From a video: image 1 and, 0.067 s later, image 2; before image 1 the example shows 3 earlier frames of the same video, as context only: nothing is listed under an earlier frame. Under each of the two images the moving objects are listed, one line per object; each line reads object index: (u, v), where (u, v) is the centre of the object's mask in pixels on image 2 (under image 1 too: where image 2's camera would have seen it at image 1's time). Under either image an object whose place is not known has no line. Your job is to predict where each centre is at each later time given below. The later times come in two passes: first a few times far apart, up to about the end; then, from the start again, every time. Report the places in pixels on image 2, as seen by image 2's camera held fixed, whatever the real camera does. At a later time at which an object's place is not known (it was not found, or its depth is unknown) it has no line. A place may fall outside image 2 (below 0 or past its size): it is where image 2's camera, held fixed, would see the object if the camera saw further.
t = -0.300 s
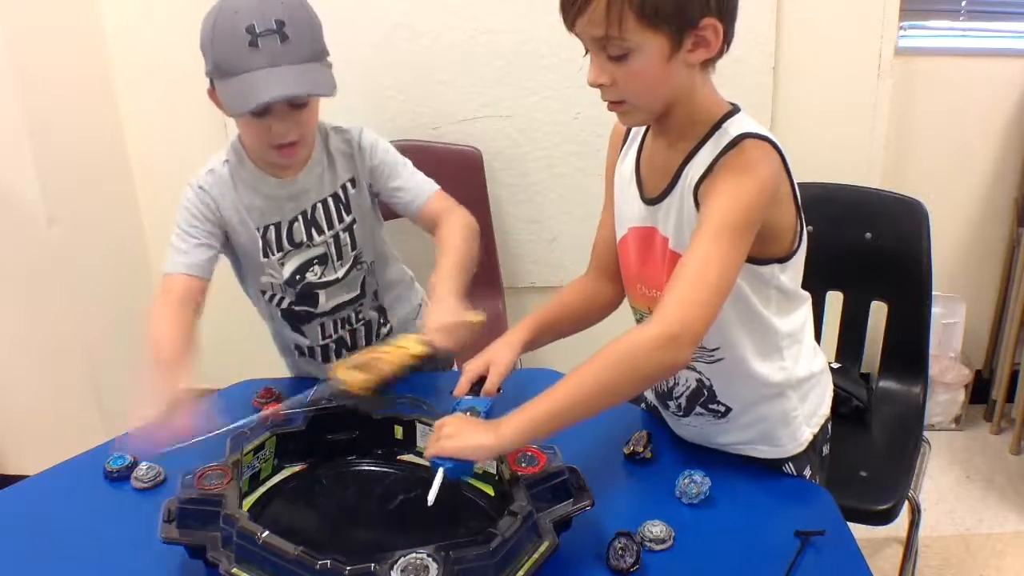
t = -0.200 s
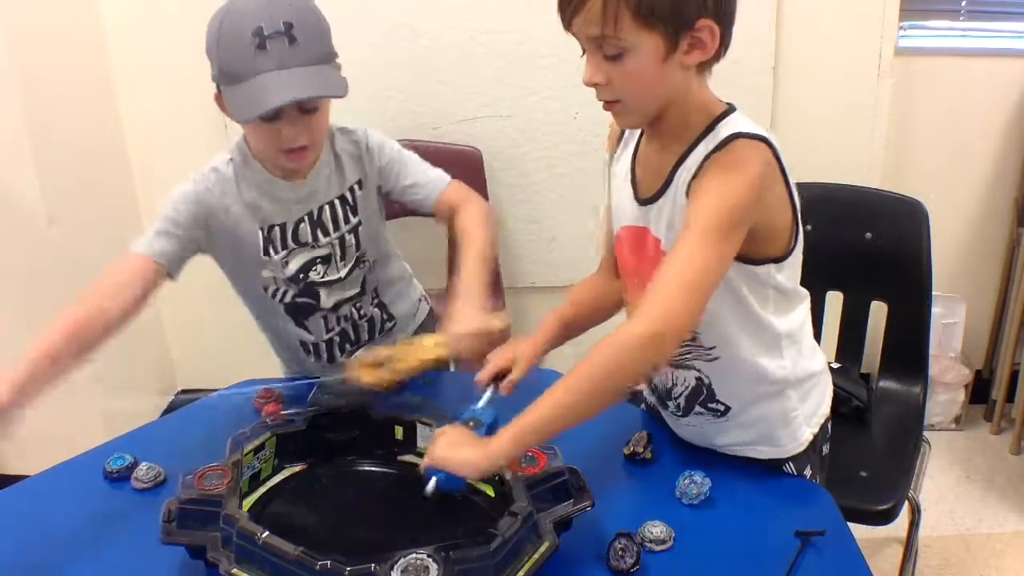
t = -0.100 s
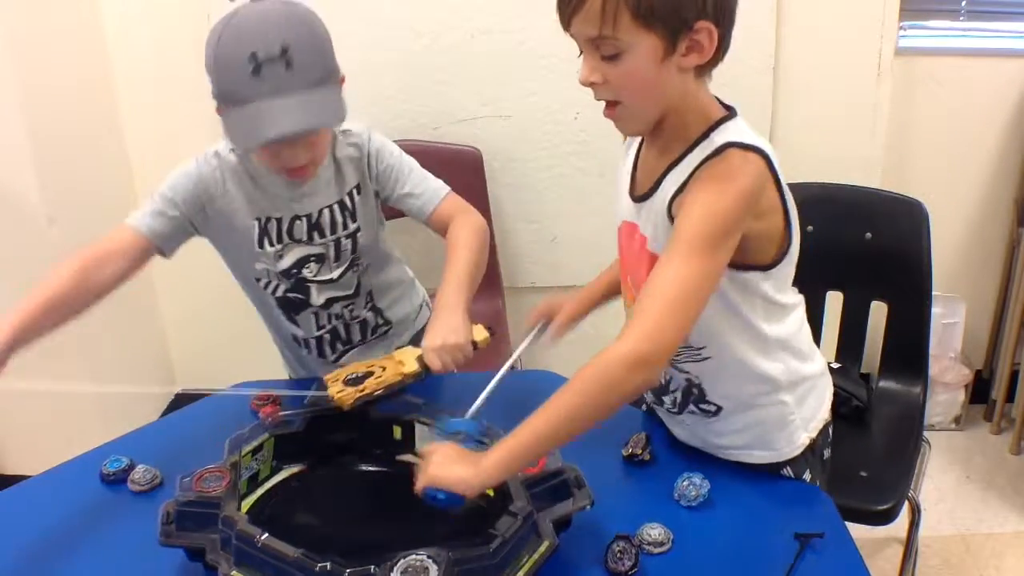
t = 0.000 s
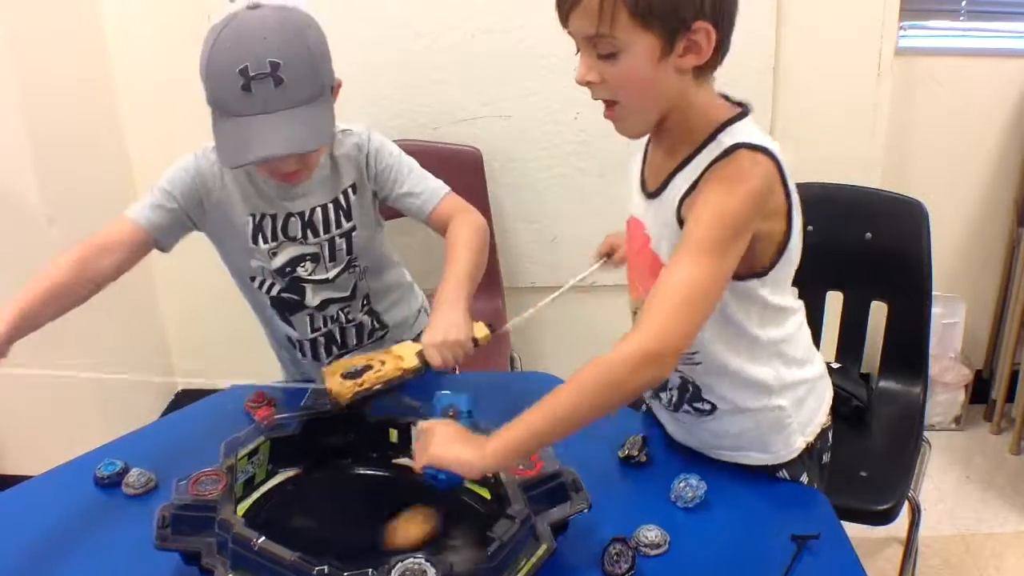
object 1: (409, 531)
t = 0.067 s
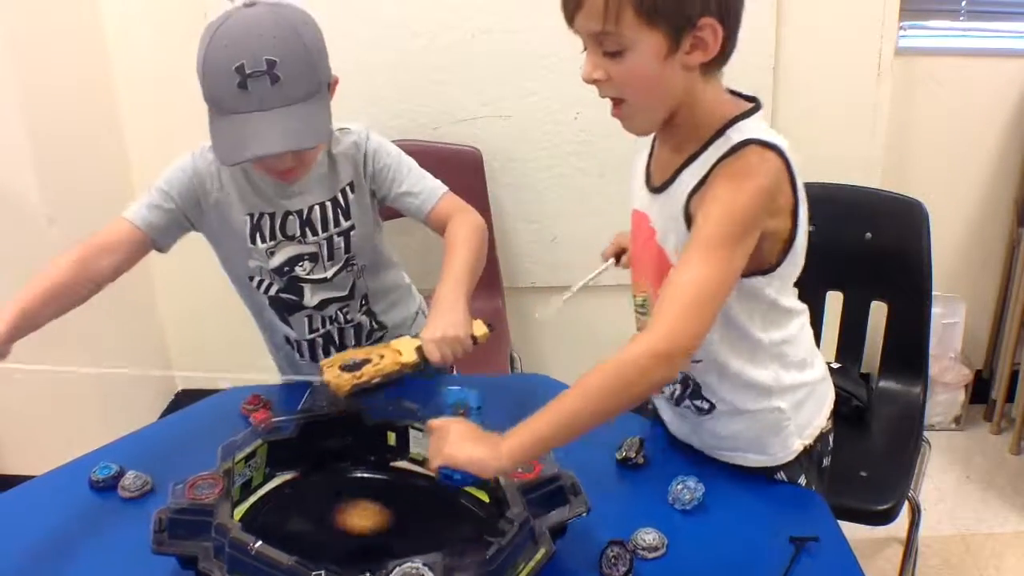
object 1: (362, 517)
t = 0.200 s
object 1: (287, 501)
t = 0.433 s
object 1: (264, 510)
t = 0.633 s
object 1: (326, 550)
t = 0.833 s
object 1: (364, 554)
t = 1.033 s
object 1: (383, 536)
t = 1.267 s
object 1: (352, 519)
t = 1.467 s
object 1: (336, 536)
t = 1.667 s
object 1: (334, 546)
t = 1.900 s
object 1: (313, 530)
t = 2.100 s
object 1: (301, 529)
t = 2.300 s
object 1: (312, 531)
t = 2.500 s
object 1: (342, 528)
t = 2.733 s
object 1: (373, 512)
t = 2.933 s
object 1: (377, 506)
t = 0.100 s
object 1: (341, 513)
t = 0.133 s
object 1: (320, 511)
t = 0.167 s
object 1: (302, 504)
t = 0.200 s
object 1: (287, 501)
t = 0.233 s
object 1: (273, 497)
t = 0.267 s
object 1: (259, 495)
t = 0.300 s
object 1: (252, 496)
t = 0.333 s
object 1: (248, 499)
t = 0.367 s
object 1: (248, 501)
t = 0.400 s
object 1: (254, 504)
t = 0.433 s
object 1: (264, 510)
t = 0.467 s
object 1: (273, 514)
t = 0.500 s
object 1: (283, 521)
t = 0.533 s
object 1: (294, 528)
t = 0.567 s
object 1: (305, 536)
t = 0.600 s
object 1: (316, 543)
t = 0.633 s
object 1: (326, 550)
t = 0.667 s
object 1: (337, 553)
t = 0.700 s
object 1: (343, 555)
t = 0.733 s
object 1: (346, 555)
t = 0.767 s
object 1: (351, 554)
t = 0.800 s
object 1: (357, 555)
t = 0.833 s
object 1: (364, 554)
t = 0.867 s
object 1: (368, 553)
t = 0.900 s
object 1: (372, 551)
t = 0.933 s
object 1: (375, 547)
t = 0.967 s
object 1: (378, 544)
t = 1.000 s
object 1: (381, 540)
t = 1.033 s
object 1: (383, 536)
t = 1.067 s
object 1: (383, 532)
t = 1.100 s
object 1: (381, 528)
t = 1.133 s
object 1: (378, 524)
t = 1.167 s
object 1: (372, 521)
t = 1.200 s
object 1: (366, 519)
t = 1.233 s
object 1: (359, 518)
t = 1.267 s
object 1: (352, 519)
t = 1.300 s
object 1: (345, 520)
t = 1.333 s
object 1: (340, 523)
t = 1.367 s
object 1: (337, 527)
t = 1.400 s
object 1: (335, 530)
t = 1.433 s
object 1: (335, 533)
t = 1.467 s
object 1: (336, 536)
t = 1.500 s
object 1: (338, 539)
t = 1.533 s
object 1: (338, 541)
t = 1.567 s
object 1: (336, 542)
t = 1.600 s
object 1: (335, 543)
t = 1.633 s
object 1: (334, 544)
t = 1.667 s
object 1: (334, 546)
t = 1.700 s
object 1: (335, 547)
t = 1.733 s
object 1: (336, 549)
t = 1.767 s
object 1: (337, 549)
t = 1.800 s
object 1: (329, 544)
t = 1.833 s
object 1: (322, 538)
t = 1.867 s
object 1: (316, 534)
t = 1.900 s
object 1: (313, 530)
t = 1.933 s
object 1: (310, 528)
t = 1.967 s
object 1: (308, 527)
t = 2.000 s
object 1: (306, 527)
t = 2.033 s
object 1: (304, 527)
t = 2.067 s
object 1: (302, 528)
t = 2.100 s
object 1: (301, 529)
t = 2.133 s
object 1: (302, 530)
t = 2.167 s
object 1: (303, 531)
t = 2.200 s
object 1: (304, 531)
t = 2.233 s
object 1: (307, 531)
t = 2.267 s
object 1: (309, 531)
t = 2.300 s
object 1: (312, 531)
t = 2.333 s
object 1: (316, 531)
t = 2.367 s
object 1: (320, 531)
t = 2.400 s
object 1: (325, 531)
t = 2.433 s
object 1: (331, 531)
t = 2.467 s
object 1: (336, 529)
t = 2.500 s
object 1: (342, 528)
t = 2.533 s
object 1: (348, 527)
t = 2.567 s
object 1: (353, 525)
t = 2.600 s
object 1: (358, 523)
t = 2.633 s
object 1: (363, 520)
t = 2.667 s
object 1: (367, 518)
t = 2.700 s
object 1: (370, 515)
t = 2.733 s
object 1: (373, 512)
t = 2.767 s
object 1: (375, 510)
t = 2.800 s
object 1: (377, 508)
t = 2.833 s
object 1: (377, 507)
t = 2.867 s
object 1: (377, 506)
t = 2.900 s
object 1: (377, 506)
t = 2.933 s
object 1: (377, 506)
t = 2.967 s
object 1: (377, 506)
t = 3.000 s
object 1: (376, 507)
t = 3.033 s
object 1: (376, 508)
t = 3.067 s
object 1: (376, 510)
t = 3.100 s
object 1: (376, 512)
